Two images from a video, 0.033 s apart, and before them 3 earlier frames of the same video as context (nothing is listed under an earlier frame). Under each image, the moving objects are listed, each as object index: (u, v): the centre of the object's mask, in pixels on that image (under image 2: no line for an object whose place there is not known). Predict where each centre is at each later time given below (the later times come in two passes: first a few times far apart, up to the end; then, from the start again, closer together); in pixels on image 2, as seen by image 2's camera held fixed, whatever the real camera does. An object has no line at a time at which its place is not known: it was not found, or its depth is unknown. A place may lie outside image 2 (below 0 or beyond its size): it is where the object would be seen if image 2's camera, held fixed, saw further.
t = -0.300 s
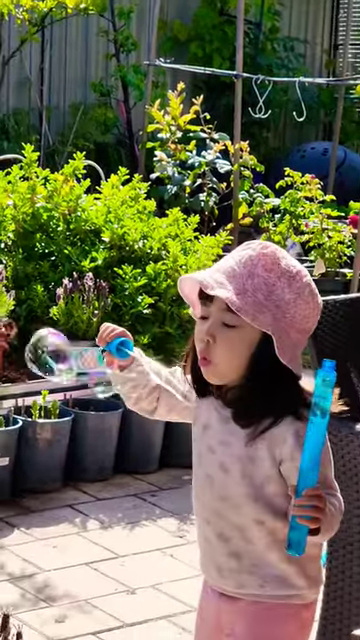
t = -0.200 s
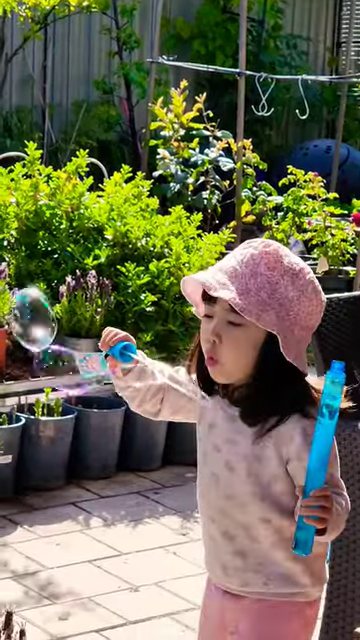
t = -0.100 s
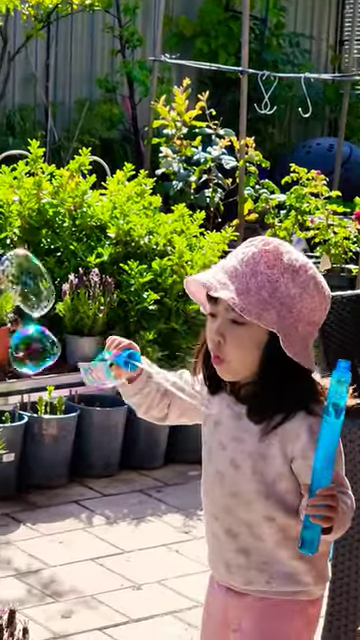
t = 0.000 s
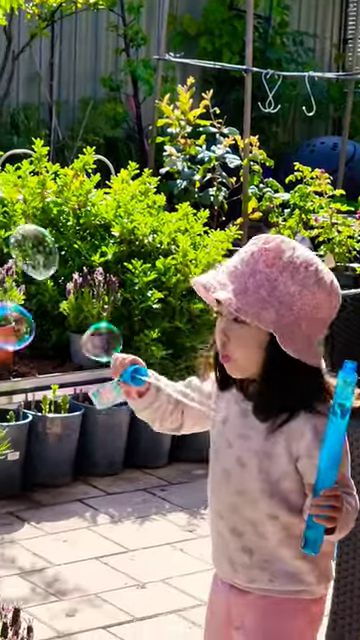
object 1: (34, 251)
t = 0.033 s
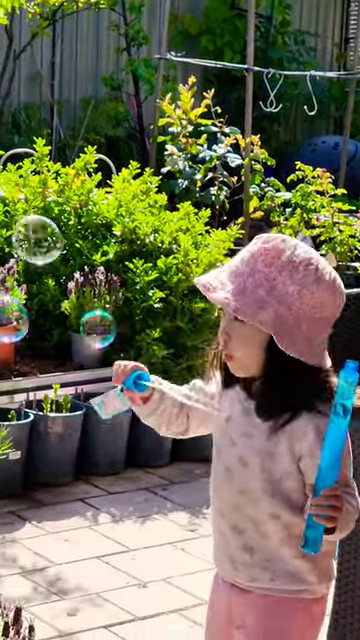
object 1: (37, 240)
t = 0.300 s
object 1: (57, 158)
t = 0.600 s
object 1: (69, 100)
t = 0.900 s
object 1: (75, 92)
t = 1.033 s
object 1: (75, 100)
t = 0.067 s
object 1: (40, 226)
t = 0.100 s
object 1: (44, 216)
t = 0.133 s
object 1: (46, 210)
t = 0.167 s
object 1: (47, 200)
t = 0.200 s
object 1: (48, 189)
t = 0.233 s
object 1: (51, 179)
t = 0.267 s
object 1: (54, 168)
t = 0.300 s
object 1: (57, 158)
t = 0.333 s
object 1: (58, 150)
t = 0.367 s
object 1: (61, 140)
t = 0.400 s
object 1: (61, 133)
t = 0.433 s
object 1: (62, 127)
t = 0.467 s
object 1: (64, 121)
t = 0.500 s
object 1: (65, 115)
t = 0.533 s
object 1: (66, 110)
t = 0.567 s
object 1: (67, 106)
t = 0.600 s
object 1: (69, 100)
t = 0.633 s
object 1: (70, 100)
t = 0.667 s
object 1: (72, 98)
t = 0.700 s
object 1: (73, 94)
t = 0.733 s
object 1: (74, 93)
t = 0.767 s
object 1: (74, 92)
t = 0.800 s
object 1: (74, 91)
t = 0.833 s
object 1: (75, 91)
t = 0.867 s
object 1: (75, 91)
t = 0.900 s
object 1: (75, 92)
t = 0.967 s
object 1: (75, 95)
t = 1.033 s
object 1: (75, 100)
